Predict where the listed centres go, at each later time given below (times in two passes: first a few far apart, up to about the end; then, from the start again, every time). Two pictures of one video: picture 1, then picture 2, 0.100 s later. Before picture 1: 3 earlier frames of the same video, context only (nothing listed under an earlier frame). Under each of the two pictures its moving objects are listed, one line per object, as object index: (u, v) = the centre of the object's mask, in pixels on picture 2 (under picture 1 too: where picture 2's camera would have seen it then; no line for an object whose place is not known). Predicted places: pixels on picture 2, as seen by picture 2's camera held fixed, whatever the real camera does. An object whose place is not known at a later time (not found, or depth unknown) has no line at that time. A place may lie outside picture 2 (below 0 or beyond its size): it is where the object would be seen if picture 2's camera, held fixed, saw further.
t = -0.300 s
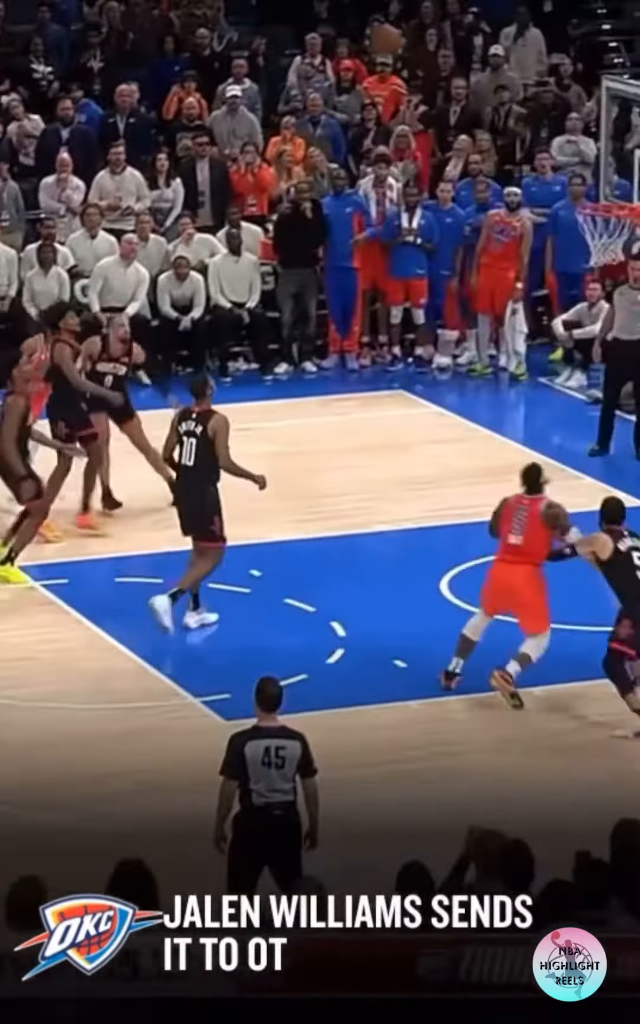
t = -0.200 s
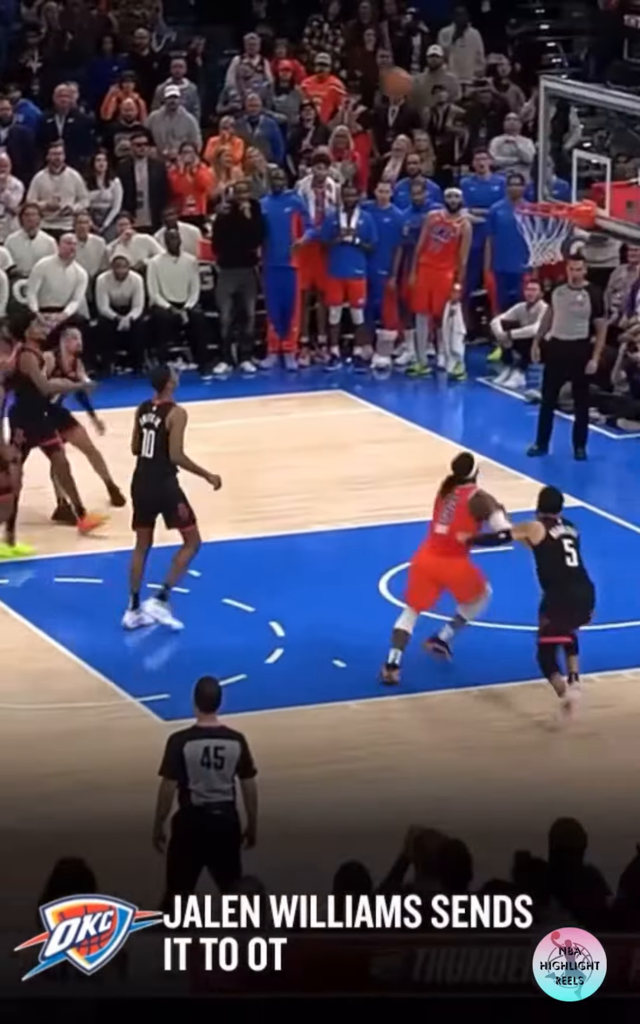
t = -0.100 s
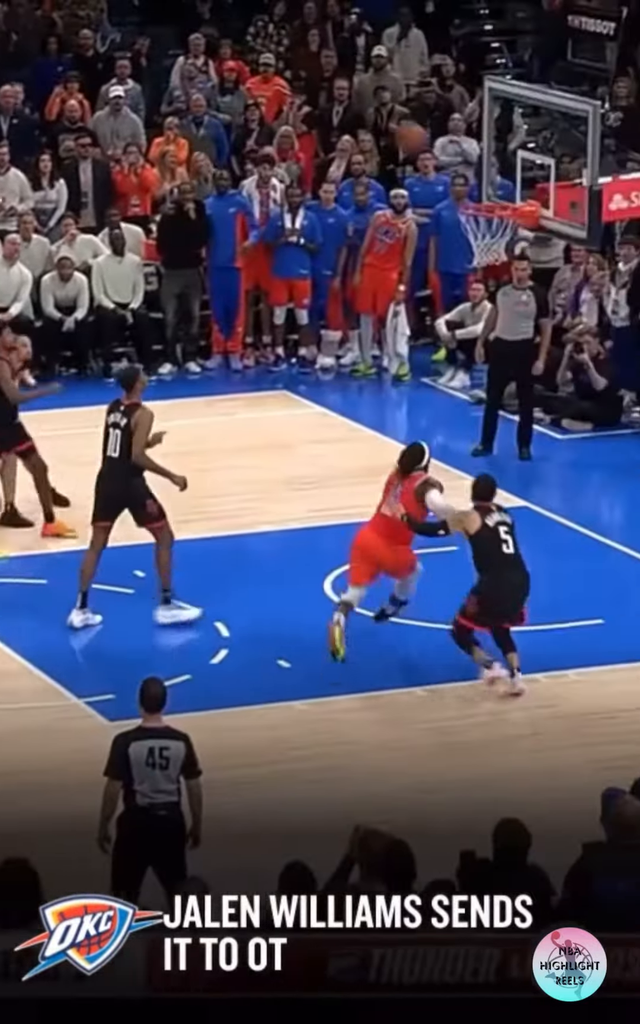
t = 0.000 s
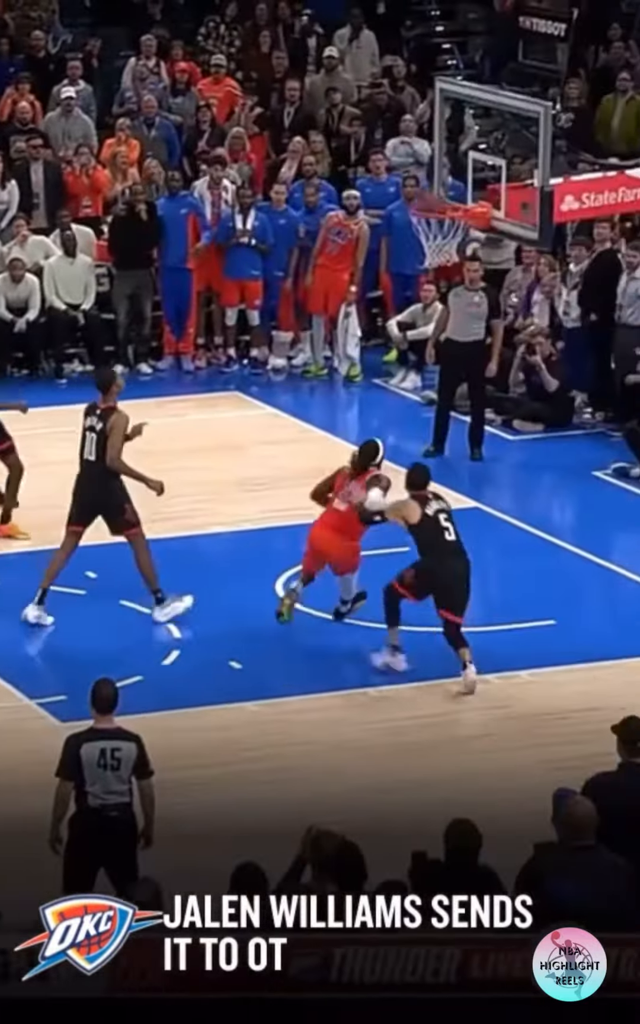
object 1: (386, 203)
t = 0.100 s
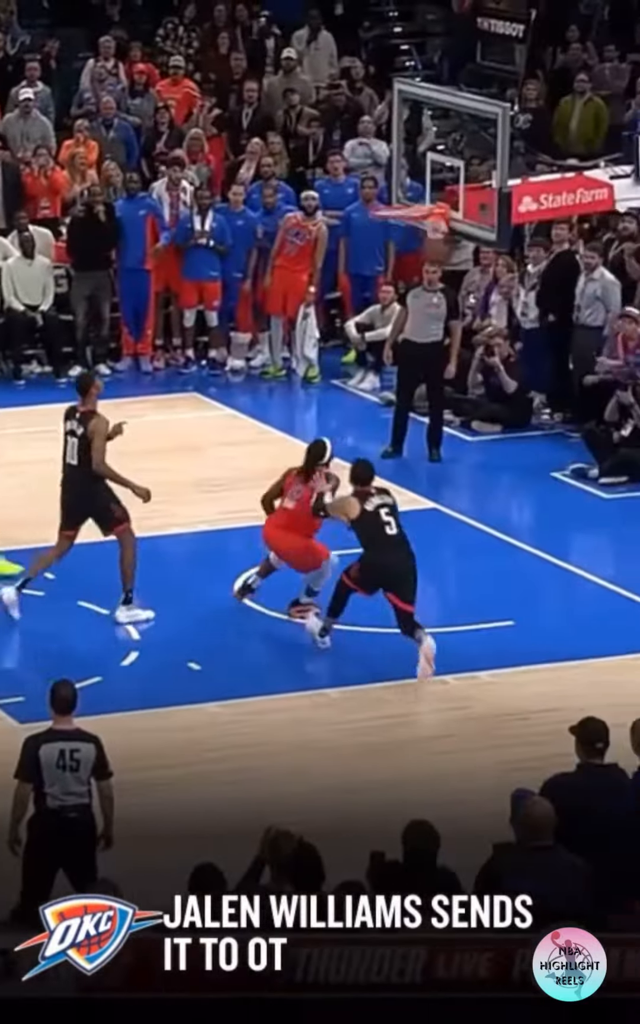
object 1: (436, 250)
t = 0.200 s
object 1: (464, 284)
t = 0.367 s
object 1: (509, 365)
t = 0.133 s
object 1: (447, 263)
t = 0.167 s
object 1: (455, 270)
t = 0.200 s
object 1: (464, 284)
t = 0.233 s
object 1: (473, 296)
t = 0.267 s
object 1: (482, 315)
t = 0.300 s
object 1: (491, 330)
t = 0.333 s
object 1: (501, 346)
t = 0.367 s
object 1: (509, 365)
